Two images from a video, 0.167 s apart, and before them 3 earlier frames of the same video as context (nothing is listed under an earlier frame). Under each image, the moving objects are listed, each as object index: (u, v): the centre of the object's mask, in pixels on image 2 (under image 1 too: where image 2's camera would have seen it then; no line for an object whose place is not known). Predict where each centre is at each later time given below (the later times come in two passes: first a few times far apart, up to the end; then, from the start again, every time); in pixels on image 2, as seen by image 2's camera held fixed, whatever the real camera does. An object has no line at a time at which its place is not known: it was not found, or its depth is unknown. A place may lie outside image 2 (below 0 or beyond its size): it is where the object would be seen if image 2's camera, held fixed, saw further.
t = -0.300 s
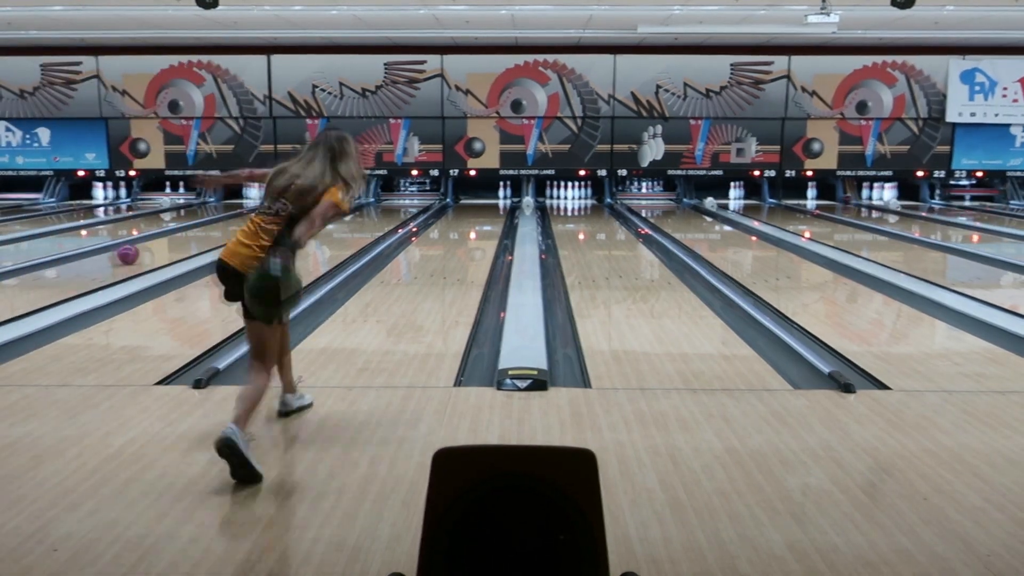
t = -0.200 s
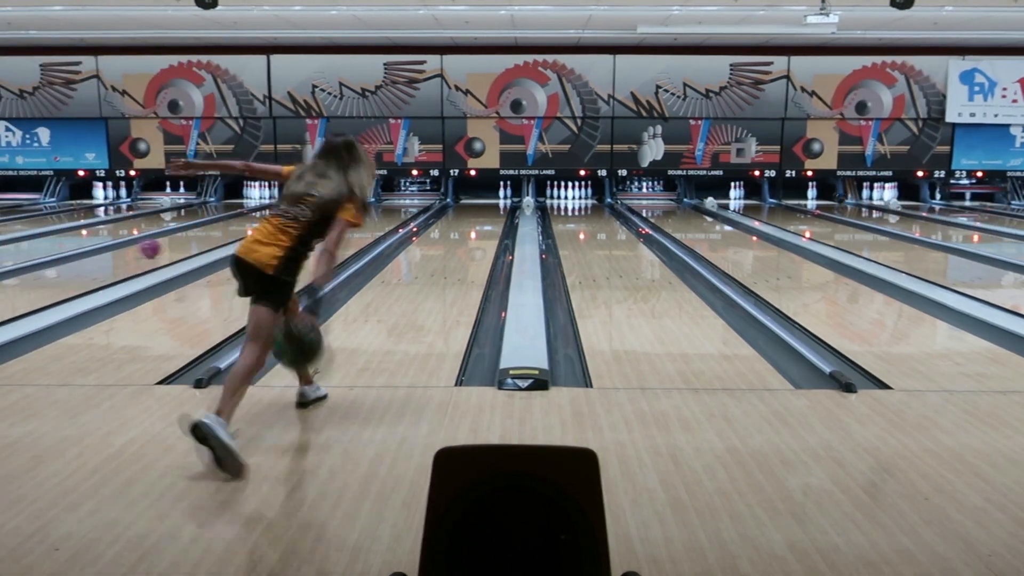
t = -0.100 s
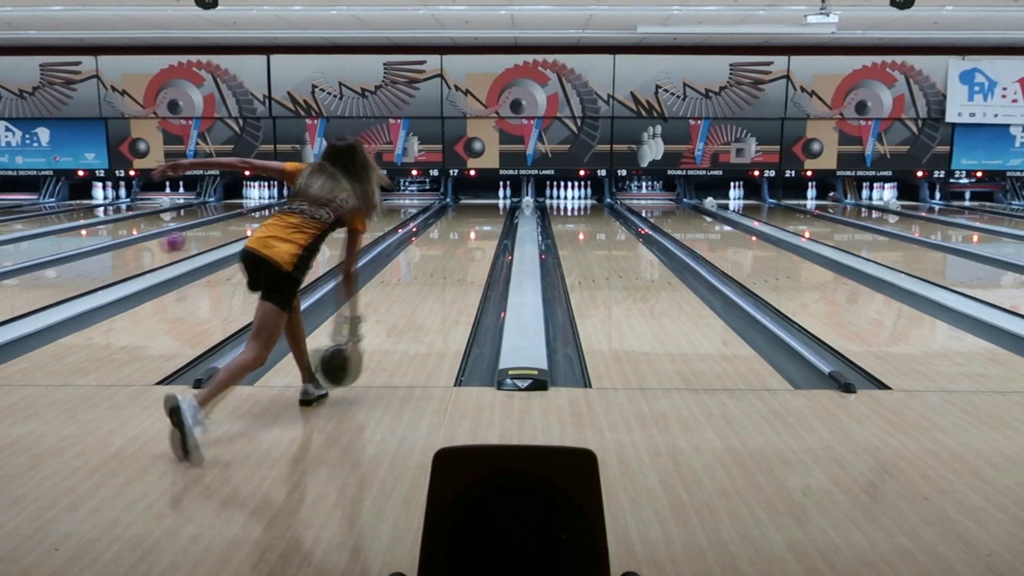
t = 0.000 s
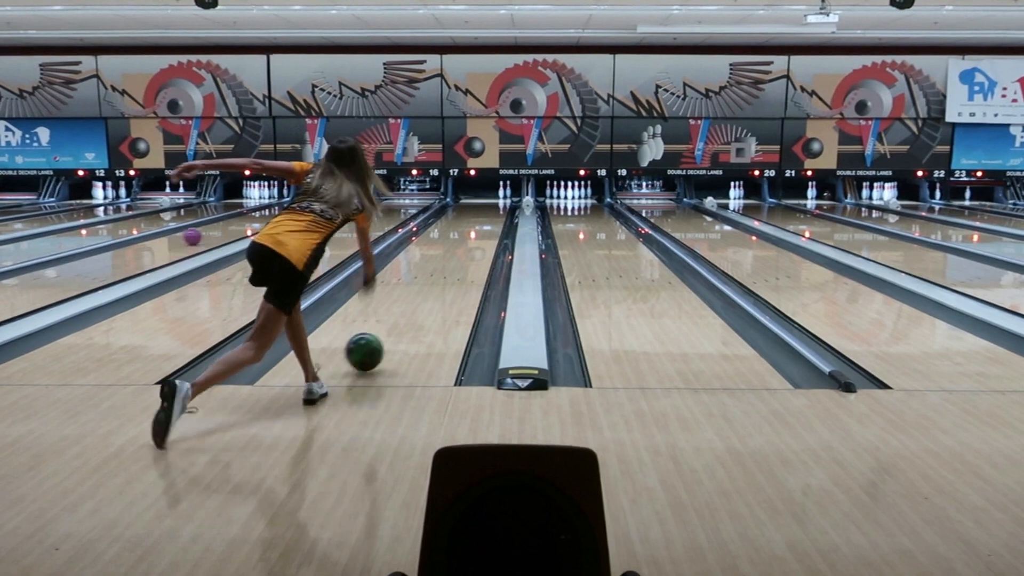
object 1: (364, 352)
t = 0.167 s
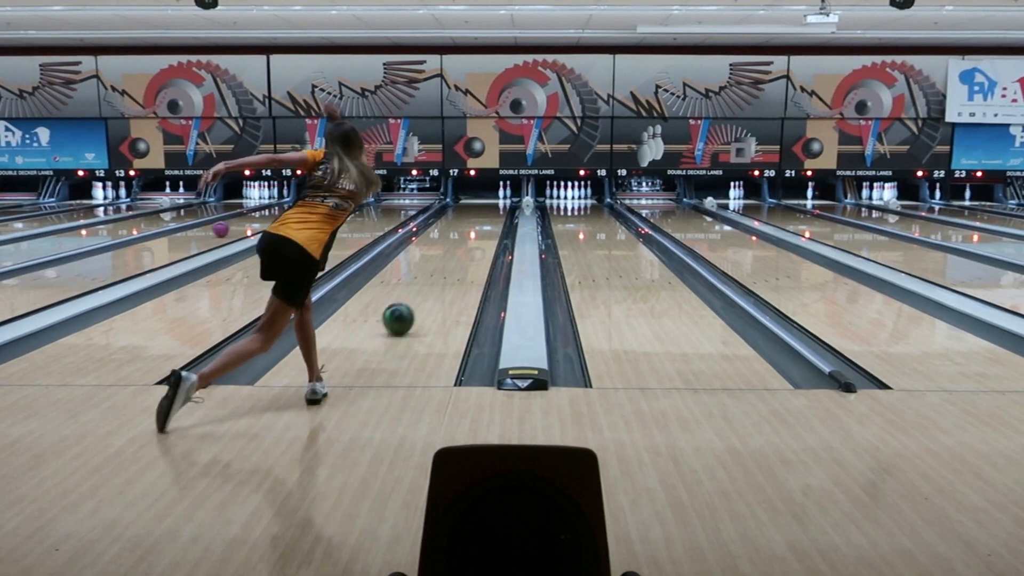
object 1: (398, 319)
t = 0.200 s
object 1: (405, 312)
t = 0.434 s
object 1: (433, 282)
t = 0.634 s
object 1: (451, 262)
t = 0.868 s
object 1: (467, 245)
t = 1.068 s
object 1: (476, 234)
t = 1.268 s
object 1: (484, 225)
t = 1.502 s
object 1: (490, 217)
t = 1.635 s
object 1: (493, 214)
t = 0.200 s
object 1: (405, 312)
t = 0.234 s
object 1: (408, 308)
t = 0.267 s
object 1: (414, 303)
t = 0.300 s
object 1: (417, 299)
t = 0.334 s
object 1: (422, 294)
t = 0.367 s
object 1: (427, 288)
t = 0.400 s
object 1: (429, 286)
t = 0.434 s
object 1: (433, 282)
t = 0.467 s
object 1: (436, 278)
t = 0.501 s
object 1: (440, 274)
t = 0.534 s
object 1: (444, 270)
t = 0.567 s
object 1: (446, 268)
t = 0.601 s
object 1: (449, 265)
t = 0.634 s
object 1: (451, 262)
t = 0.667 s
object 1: (454, 259)
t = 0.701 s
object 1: (456, 256)
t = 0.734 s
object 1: (459, 254)
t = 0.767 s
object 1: (460, 252)
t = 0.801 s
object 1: (462, 250)
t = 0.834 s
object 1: (465, 247)
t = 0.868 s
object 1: (467, 245)
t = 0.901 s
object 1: (469, 243)
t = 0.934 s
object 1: (470, 241)
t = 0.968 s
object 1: (471, 239)
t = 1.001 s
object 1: (473, 237)
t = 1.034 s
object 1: (475, 235)
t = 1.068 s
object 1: (476, 234)
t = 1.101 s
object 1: (477, 233)
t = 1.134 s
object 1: (479, 231)
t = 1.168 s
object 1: (480, 230)
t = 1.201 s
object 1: (482, 228)
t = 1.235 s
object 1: (482, 226)
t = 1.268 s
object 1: (484, 225)
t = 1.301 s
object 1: (484, 224)
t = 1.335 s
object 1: (486, 223)
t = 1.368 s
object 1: (487, 221)
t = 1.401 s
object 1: (488, 220)
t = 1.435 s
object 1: (488, 220)
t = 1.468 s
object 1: (490, 219)
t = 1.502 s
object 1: (490, 217)
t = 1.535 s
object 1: (491, 216)
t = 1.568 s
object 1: (492, 216)
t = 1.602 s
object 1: (492, 215)
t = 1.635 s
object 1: (493, 214)
